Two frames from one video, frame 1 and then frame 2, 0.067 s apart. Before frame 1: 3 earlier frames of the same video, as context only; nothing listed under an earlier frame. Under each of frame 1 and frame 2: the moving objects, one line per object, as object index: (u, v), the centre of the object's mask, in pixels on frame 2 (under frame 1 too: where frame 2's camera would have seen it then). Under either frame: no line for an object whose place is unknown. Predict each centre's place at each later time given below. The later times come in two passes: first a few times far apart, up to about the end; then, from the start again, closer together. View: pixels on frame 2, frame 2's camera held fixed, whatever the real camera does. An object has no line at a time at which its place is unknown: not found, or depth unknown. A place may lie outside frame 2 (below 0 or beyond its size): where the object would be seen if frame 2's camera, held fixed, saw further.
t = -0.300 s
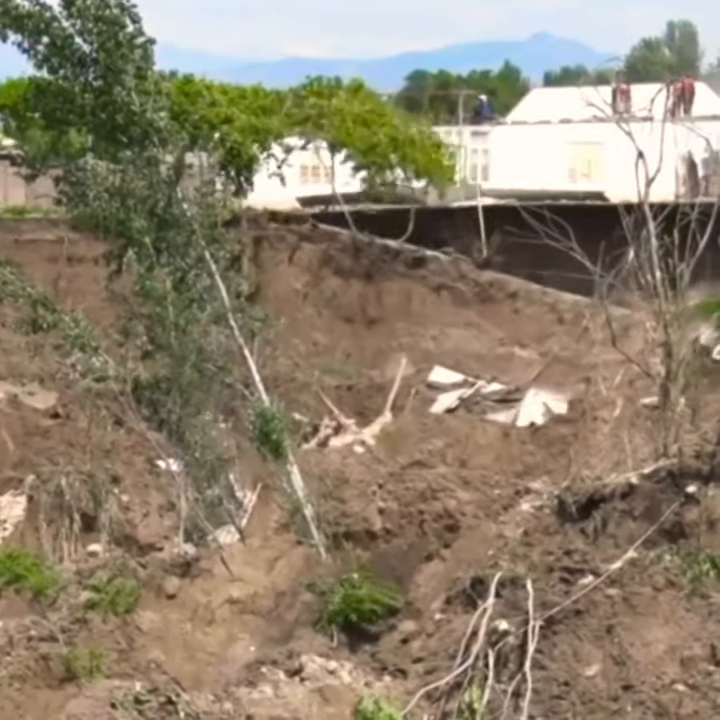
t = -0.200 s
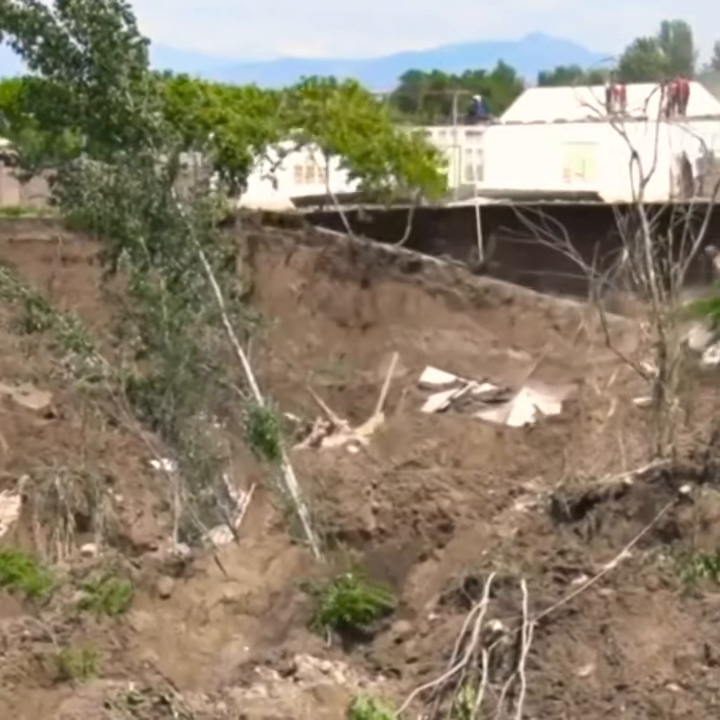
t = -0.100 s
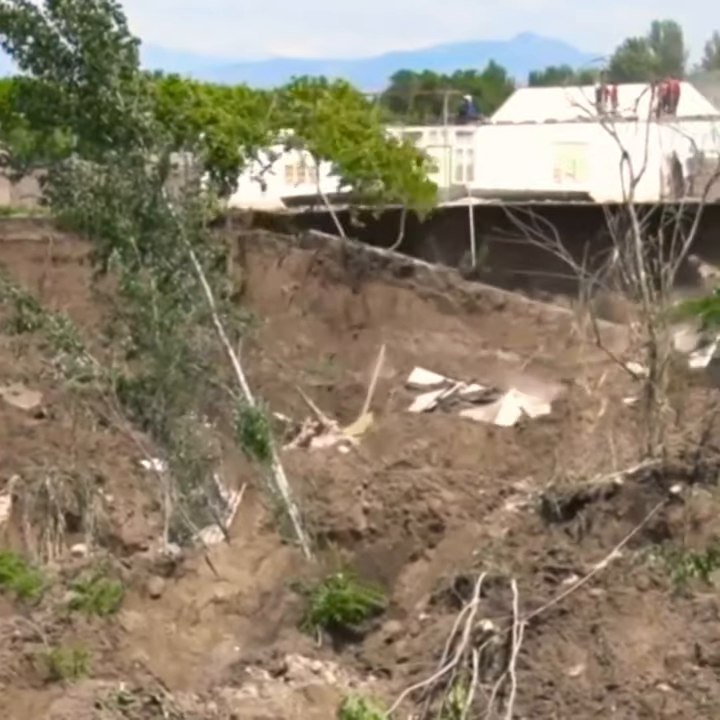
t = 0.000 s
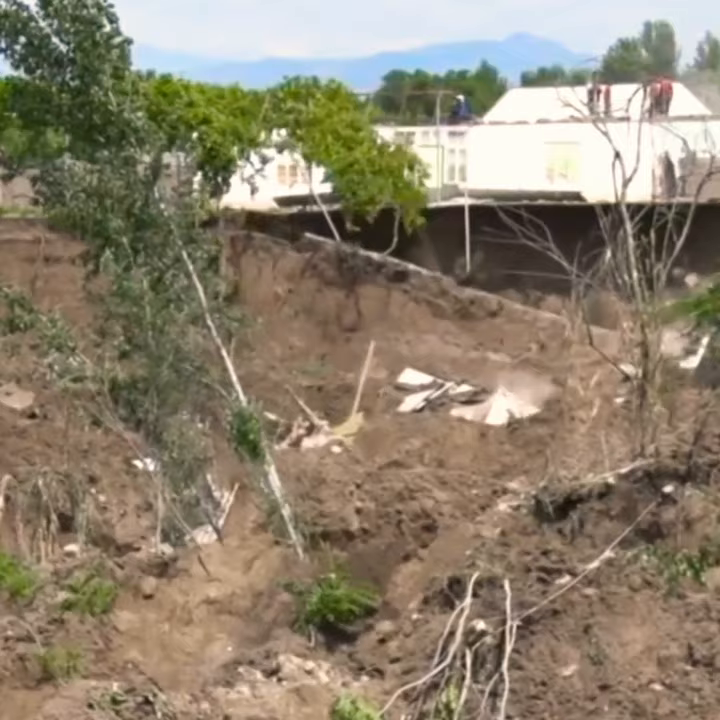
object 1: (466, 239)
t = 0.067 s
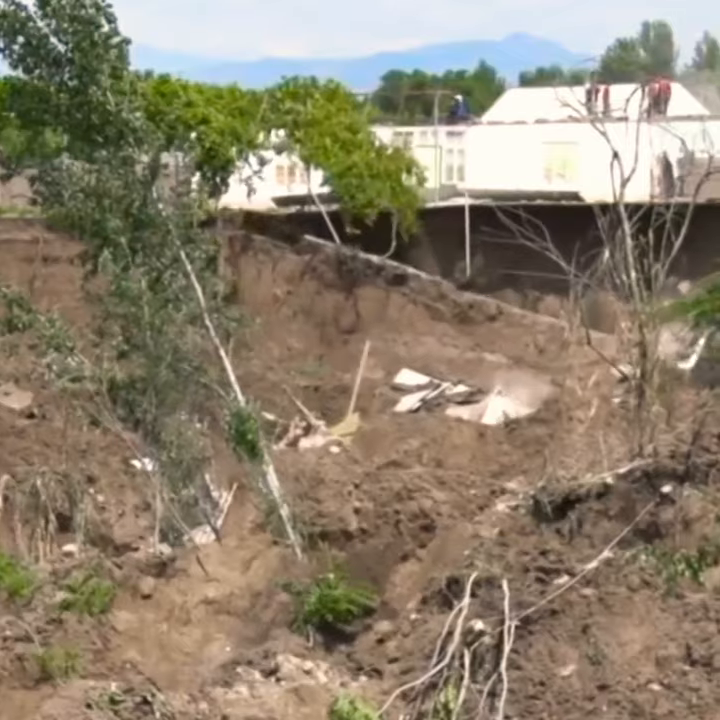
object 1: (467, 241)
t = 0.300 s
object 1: (474, 247)
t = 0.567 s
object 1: (478, 258)
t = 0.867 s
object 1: (478, 278)
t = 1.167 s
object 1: (483, 294)
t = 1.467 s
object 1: (485, 309)
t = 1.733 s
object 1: (487, 324)
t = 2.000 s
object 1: (488, 332)
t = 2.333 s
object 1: (488, 338)
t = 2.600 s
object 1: (489, 341)
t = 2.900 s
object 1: (488, 340)
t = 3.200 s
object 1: (488, 342)
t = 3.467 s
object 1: (490, 343)
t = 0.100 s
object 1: (467, 243)
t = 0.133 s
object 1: (470, 243)
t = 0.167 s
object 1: (470, 244)
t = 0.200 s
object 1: (471, 244)
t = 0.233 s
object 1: (472, 246)
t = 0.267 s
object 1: (473, 247)
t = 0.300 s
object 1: (474, 247)
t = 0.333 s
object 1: (473, 248)
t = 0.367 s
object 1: (475, 248)
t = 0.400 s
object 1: (475, 249)
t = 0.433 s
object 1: (475, 252)
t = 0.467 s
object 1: (475, 253)
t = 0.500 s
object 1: (476, 256)
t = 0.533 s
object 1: (477, 257)
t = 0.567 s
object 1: (478, 258)
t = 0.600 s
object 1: (479, 260)
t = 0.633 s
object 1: (480, 262)
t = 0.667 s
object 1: (480, 264)
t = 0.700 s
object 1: (481, 266)
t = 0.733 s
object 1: (483, 268)
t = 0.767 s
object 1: (480, 269)
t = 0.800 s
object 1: (484, 271)
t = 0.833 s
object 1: (478, 272)
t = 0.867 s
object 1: (478, 278)
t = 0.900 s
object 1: (478, 278)
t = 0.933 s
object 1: (479, 278)
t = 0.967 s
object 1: (480, 281)
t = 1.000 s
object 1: (480, 285)
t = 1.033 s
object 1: (481, 286)
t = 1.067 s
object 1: (481, 288)
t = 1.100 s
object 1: (482, 291)
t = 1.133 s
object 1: (482, 292)
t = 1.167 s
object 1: (483, 294)
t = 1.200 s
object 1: (483, 296)
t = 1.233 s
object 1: (483, 298)
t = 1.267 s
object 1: (484, 299)
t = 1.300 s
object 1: (484, 301)
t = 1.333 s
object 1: (484, 303)
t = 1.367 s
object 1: (484, 305)
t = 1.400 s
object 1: (484, 306)
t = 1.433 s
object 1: (484, 308)
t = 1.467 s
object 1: (485, 309)
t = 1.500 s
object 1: (485, 310)
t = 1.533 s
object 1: (485, 313)
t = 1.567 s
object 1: (485, 314)
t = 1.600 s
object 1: (485, 317)
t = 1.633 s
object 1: (486, 318)
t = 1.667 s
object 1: (486, 321)
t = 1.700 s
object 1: (487, 322)
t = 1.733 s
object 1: (487, 324)
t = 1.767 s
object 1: (487, 327)
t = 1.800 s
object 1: (488, 328)
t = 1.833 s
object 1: (488, 329)
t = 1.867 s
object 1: (488, 329)
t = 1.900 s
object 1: (488, 329)
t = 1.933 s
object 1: (488, 329)
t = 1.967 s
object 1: (488, 330)
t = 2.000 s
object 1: (488, 332)
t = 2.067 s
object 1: (488, 333)
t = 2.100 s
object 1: (488, 333)
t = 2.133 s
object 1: (488, 335)
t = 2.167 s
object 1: (488, 335)
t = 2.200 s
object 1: (488, 336)
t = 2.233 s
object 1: (488, 337)
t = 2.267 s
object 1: (487, 338)
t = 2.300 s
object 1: (487, 337)
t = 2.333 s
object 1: (488, 338)
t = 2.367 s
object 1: (488, 338)
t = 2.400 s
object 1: (488, 339)
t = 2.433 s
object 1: (487, 339)
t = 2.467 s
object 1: (488, 339)
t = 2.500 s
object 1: (488, 341)
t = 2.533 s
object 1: (488, 341)
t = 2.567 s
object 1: (488, 340)
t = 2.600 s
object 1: (489, 341)
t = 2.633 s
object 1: (489, 341)
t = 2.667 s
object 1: (490, 342)
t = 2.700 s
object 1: (489, 342)
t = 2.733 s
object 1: (489, 342)
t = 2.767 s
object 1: (489, 342)
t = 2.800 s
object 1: (489, 342)
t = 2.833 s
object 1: (488, 341)
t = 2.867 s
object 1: (488, 341)
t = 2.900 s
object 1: (488, 340)
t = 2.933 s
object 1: (488, 343)
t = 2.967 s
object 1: (488, 341)
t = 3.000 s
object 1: (488, 342)
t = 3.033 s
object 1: (488, 342)
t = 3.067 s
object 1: (488, 342)
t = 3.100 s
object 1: (488, 343)
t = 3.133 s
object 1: (488, 343)
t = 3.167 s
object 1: (488, 341)
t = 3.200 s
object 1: (488, 342)
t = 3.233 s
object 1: (488, 343)
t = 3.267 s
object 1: (488, 342)
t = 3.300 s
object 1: (488, 343)
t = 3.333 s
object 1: (489, 343)
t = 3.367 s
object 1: (489, 343)
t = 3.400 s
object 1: (489, 343)
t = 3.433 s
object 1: (490, 342)
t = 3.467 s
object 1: (490, 343)
